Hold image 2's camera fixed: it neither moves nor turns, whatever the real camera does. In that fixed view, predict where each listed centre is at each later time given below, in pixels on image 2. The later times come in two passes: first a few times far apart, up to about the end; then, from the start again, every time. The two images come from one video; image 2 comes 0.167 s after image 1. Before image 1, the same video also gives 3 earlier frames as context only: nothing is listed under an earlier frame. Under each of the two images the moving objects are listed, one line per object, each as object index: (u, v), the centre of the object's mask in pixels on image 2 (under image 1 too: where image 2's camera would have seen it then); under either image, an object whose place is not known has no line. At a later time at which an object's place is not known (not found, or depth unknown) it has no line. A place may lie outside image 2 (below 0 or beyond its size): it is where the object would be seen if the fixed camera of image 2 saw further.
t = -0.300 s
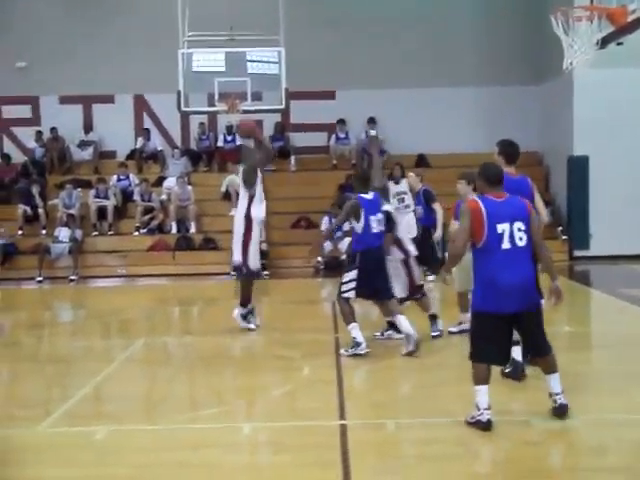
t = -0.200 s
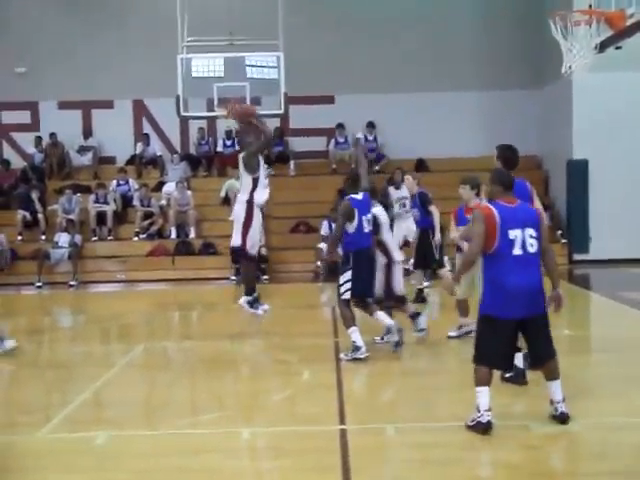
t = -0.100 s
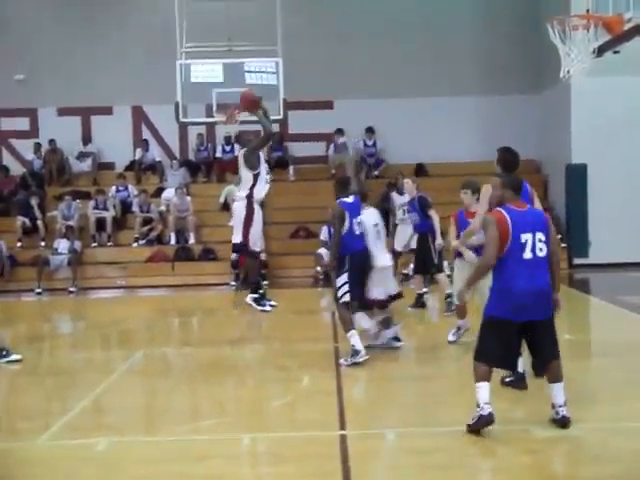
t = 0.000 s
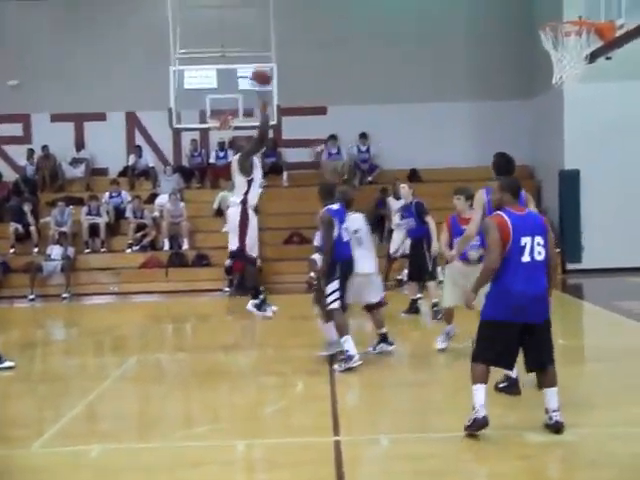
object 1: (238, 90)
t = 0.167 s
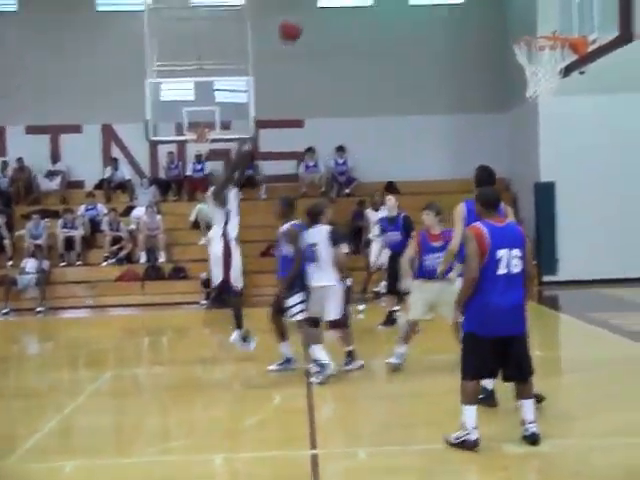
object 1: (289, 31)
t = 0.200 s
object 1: (301, 20)
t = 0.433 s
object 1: (386, -16)
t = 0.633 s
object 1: (470, -7)
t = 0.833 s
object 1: (545, 8)
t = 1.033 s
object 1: (566, -22)
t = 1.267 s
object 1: (525, -3)
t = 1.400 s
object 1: (502, 33)
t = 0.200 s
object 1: (301, 20)
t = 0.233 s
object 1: (312, 11)
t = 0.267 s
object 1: (323, 5)
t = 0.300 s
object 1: (337, 0)
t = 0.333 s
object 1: (348, -5)
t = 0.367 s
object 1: (360, -9)
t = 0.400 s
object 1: (374, -13)
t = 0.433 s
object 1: (386, -16)
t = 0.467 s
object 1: (399, -17)
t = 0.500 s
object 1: (411, -18)
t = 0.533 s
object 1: (426, -18)
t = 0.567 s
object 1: (440, -16)
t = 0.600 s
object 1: (455, -12)
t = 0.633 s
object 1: (470, -7)
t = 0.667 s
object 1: (483, -1)
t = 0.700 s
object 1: (498, 6)
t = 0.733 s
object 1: (514, 15)
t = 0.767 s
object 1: (530, 24)
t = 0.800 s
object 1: (538, 17)
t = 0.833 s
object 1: (545, 8)
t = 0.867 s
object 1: (553, 0)
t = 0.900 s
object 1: (559, -6)
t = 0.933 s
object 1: (566, -10)
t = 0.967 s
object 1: (573, -15)
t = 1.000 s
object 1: (572, -19)
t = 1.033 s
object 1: (566, -22)
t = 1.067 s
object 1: (561, -23)
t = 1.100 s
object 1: (555, -23)
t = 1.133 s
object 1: (549, -22)
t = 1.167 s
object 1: (543, -19)
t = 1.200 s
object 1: (537, -15)
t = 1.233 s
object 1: (531, -10)
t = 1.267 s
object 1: (525, -3)
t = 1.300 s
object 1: (519, 4)
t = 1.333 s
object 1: (514, 12)
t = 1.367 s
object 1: (508, 22)
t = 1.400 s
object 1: (502, 33)
